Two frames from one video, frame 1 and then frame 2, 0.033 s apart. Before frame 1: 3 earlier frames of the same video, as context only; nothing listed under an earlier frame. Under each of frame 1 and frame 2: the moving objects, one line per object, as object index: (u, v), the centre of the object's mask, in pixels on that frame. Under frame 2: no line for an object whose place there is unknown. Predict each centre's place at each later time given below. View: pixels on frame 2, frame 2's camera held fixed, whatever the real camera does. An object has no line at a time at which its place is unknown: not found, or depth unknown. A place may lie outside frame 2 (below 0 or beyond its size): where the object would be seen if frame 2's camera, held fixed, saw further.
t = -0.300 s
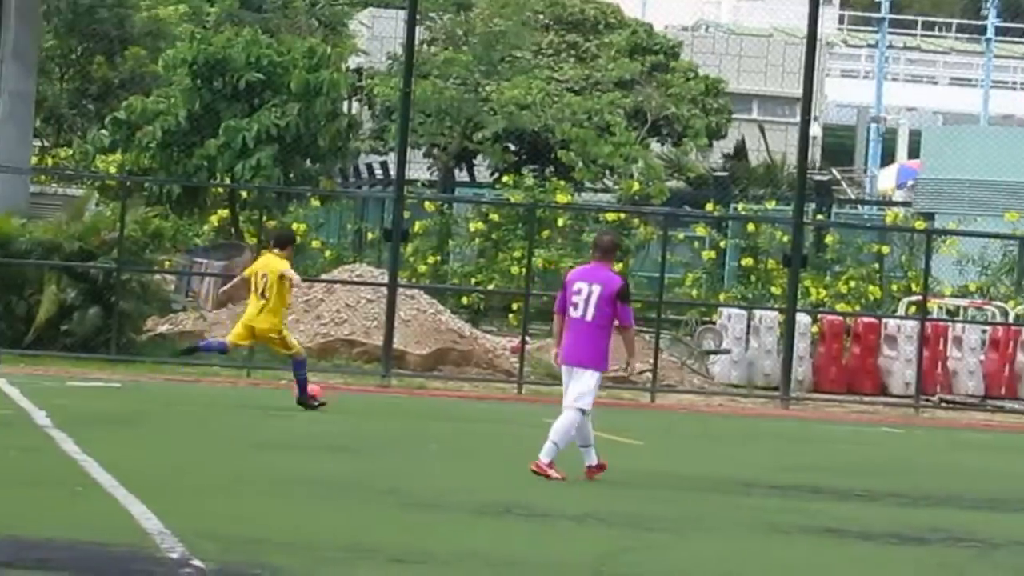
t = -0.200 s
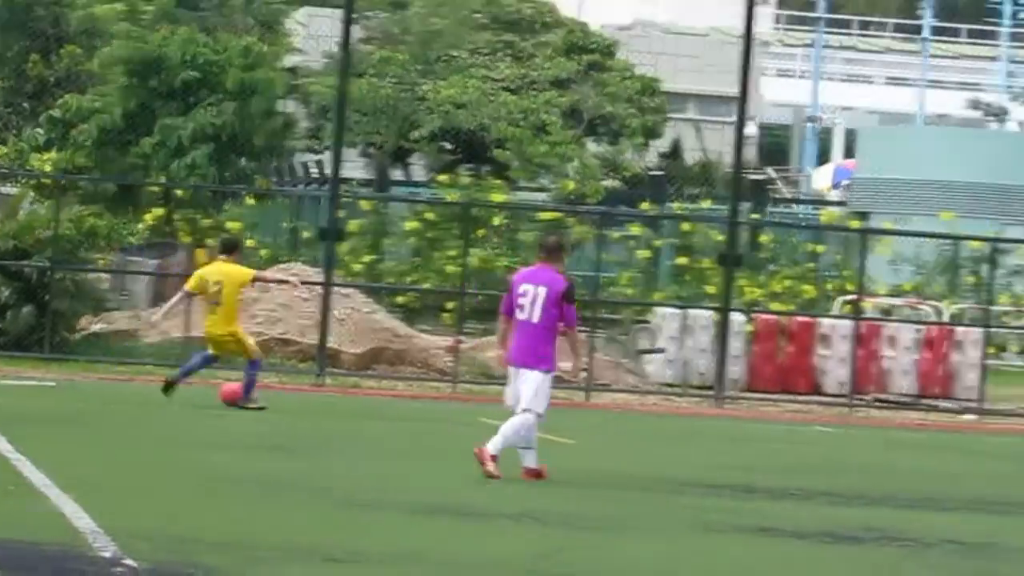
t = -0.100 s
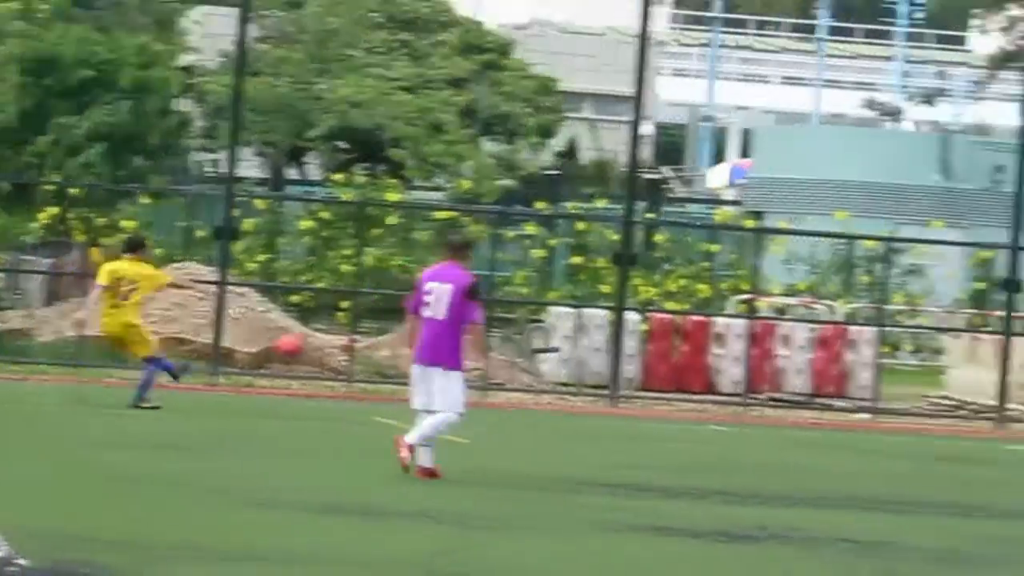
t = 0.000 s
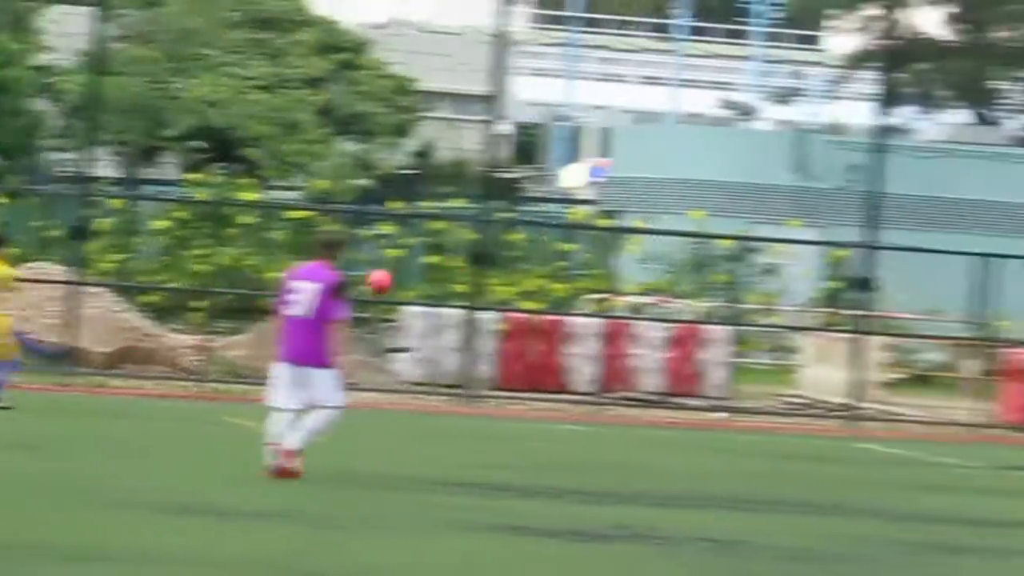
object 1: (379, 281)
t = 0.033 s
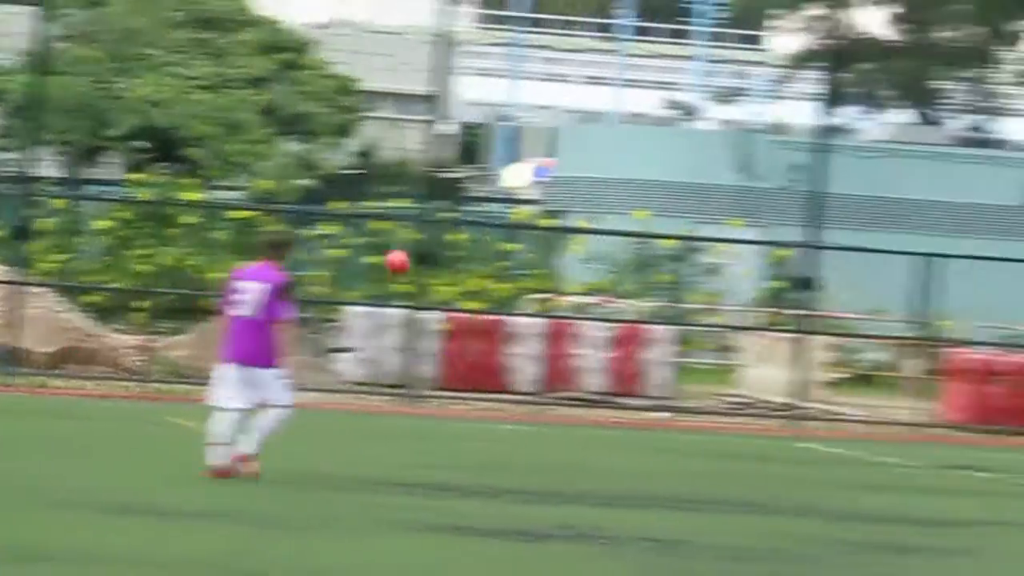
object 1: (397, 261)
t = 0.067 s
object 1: (470, 242)
